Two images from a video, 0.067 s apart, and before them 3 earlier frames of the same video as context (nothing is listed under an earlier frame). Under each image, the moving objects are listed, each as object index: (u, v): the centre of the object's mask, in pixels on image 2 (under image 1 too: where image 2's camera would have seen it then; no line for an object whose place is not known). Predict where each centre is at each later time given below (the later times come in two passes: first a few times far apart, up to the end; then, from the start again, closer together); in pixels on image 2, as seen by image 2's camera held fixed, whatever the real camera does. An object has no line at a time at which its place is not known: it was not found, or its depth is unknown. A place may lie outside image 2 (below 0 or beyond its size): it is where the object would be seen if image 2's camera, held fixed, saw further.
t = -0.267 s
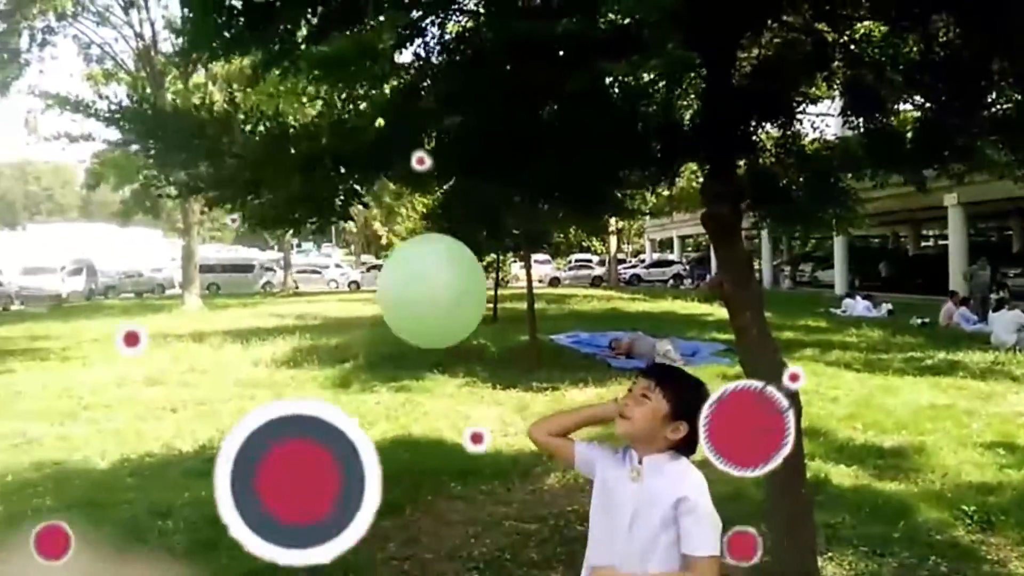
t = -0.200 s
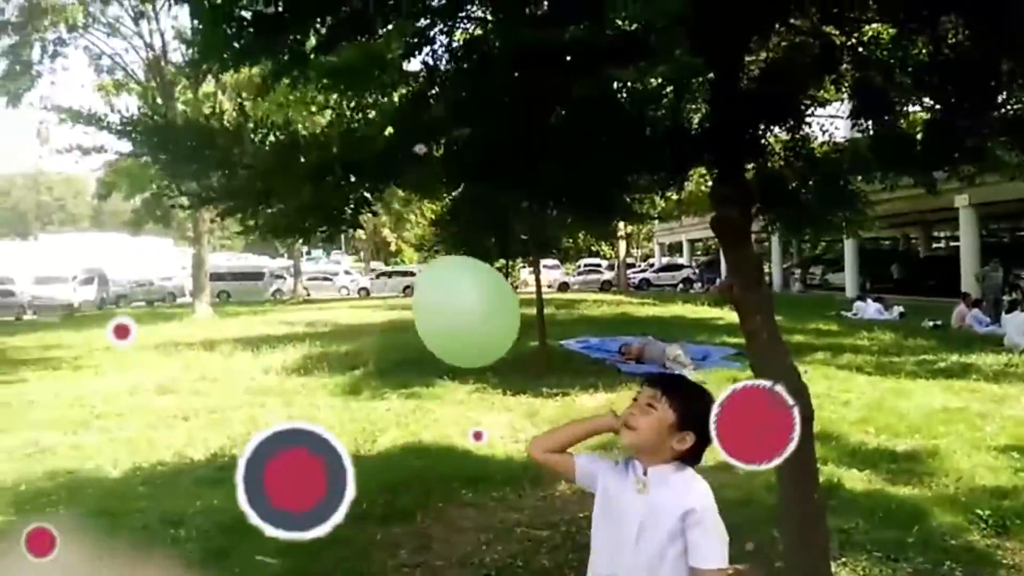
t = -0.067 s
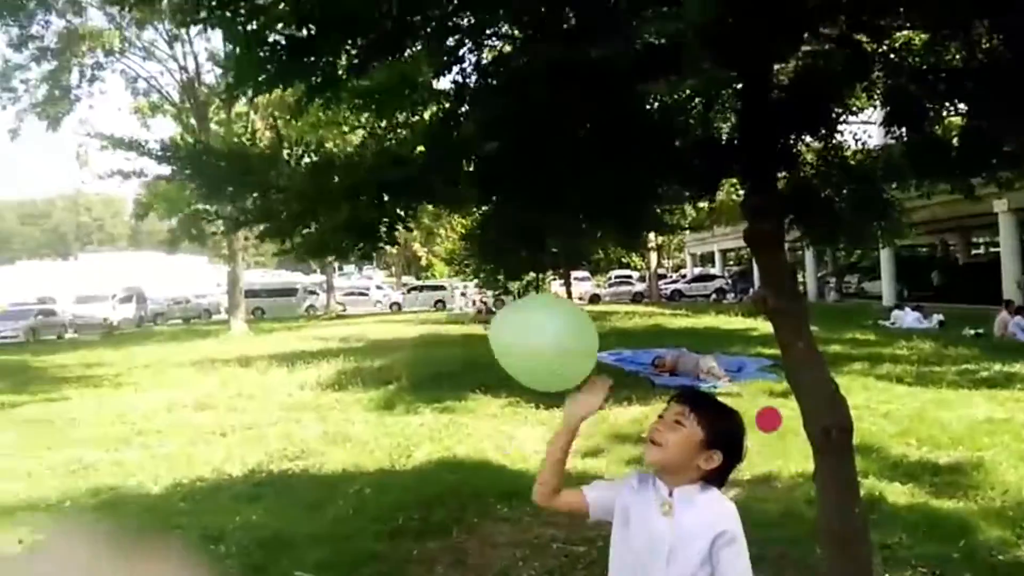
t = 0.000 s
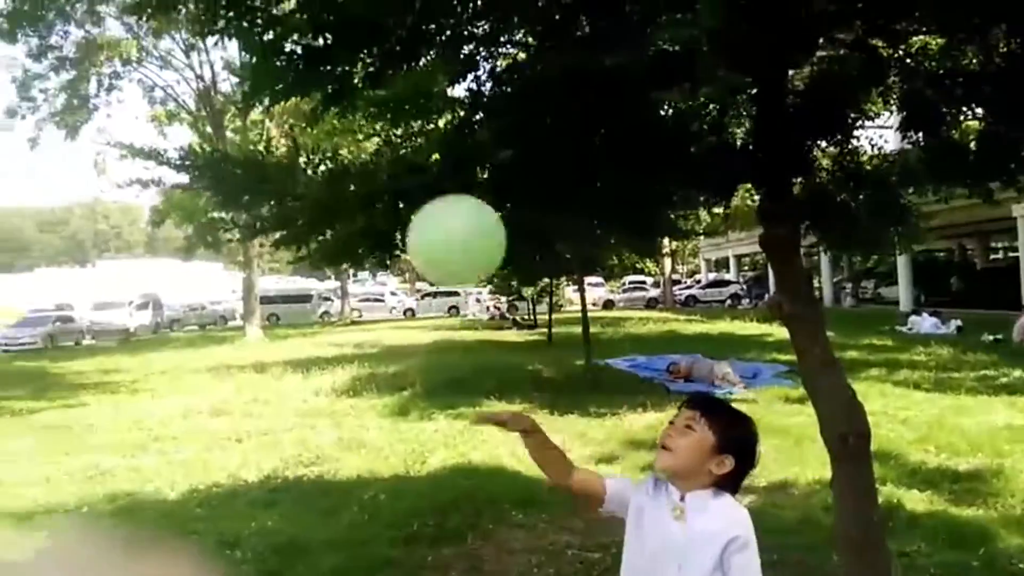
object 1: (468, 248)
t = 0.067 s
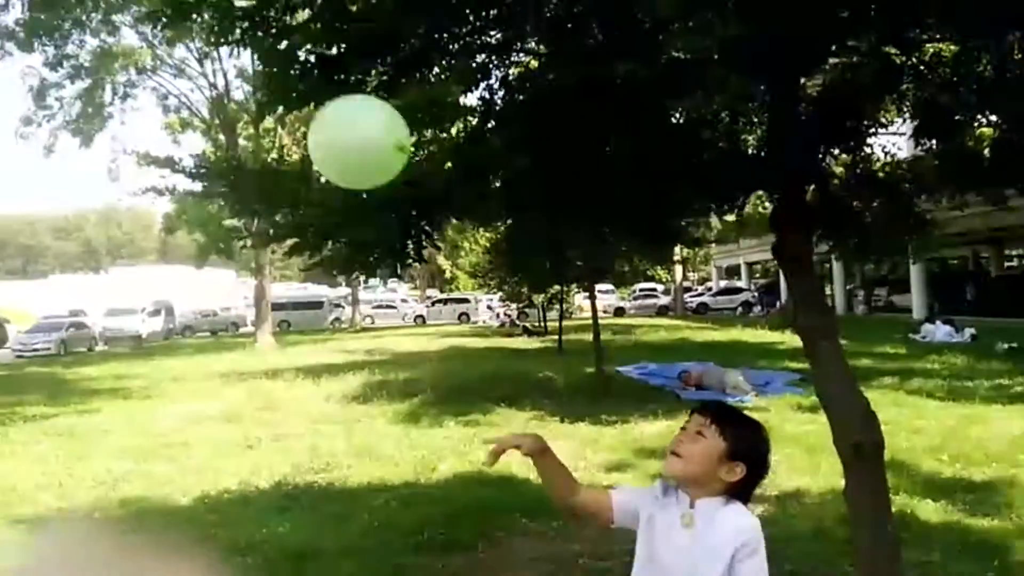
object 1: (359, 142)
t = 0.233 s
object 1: (212, 44)
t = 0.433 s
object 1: (189, 76)
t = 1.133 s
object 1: (458, 317)
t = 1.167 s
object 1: (470, 318)
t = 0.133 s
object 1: (282, 78)
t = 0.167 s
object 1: (255, 60)
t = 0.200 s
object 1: (232, 49)
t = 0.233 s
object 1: (212, 44)
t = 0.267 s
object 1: (198, 41)
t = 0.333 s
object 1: (186, 49)
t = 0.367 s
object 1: (185, 57)
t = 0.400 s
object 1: (186, 66)
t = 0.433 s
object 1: (189, 76)
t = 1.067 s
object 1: (428, 312)
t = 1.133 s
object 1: (458, 317)
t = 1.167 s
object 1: (470, 318)
